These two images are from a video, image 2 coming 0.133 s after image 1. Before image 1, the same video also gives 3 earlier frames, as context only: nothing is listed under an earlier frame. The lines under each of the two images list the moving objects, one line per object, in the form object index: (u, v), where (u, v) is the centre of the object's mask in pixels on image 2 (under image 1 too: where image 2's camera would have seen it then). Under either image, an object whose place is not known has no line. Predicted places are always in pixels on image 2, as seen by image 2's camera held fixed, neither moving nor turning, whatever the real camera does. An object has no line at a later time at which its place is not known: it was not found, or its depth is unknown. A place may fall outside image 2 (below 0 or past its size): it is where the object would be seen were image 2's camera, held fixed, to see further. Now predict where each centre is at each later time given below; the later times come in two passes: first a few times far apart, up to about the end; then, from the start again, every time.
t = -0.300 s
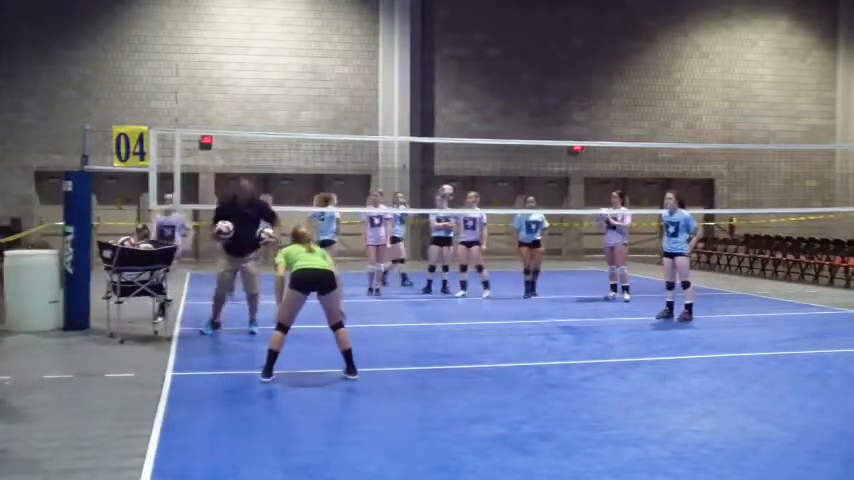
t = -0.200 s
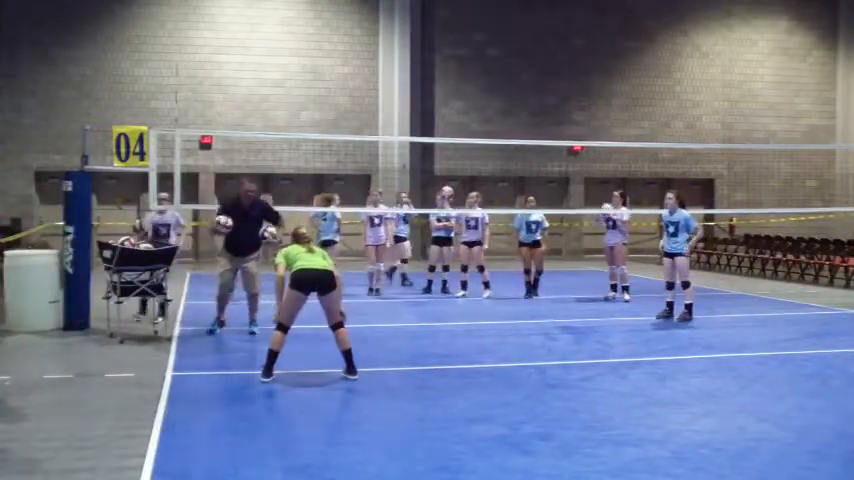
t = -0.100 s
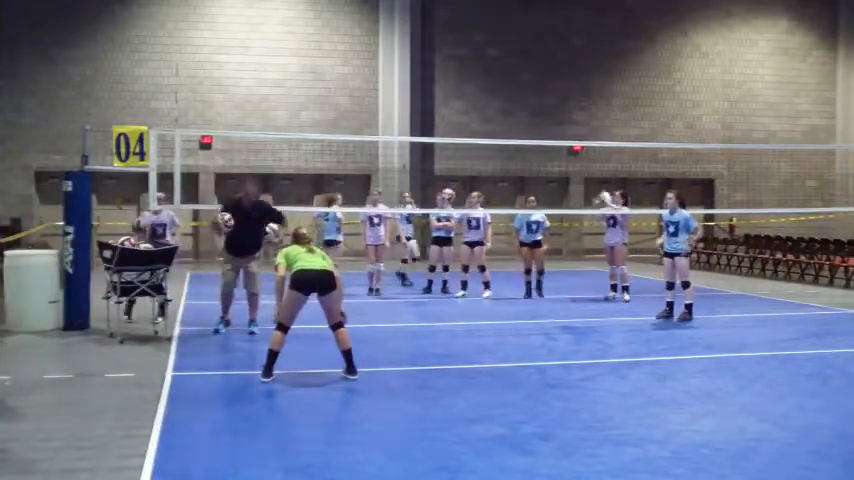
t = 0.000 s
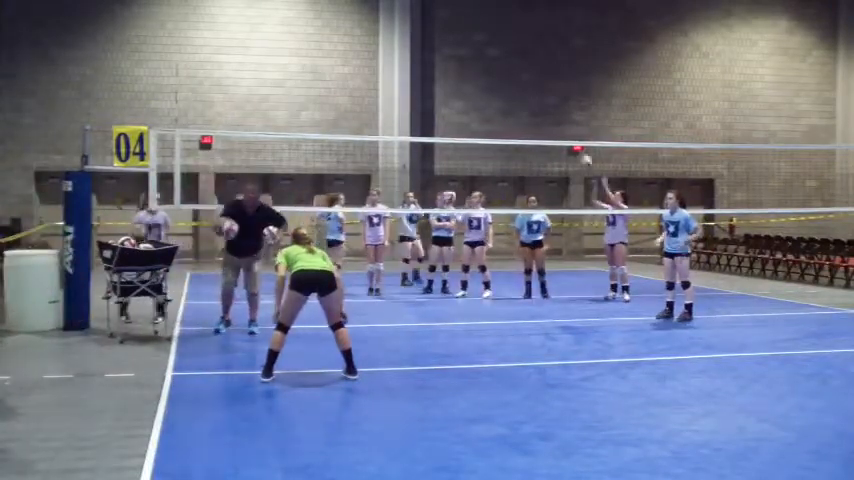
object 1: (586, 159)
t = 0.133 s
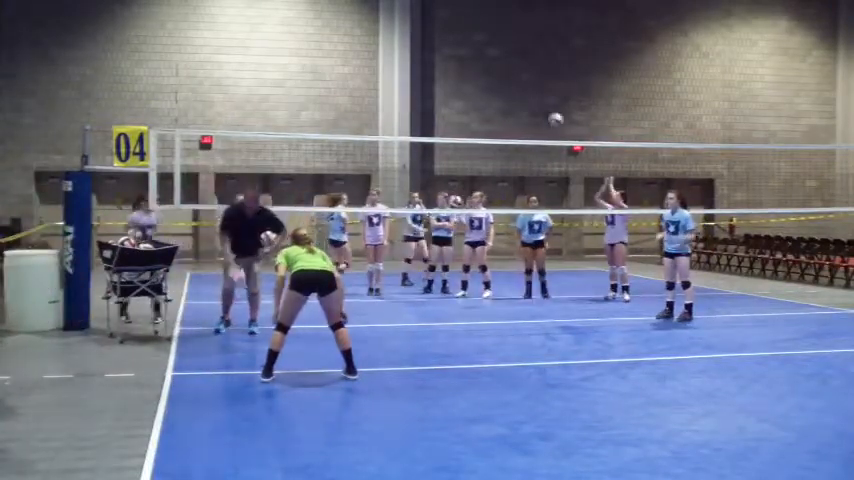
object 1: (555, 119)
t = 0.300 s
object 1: (519, 85)
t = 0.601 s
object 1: (450, 65)
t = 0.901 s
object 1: (381, 110)
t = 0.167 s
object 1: (549, 111)
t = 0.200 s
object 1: (541, 104)
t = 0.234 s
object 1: (533, 97)
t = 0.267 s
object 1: (526, 91)
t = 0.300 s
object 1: (519, 85)
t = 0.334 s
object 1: (511, 80)
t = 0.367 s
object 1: (504, 76)
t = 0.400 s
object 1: (496, 72)
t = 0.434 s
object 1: (489, 68)
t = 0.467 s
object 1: (481, 66)
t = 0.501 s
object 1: (473, 65)
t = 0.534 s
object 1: (466, 64)
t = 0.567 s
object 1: (458, 65)
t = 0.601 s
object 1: (450, 65)
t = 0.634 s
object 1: (444, 66)
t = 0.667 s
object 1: (436, 69)
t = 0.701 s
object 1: (427, 74)
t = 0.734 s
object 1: (420, 77)
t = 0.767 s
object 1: (413, 82)
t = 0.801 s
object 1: (405, 88)
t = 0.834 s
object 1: (397, 96)
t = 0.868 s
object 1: (388, 102)
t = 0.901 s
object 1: (381, 110)
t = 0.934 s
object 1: (373, 118)
